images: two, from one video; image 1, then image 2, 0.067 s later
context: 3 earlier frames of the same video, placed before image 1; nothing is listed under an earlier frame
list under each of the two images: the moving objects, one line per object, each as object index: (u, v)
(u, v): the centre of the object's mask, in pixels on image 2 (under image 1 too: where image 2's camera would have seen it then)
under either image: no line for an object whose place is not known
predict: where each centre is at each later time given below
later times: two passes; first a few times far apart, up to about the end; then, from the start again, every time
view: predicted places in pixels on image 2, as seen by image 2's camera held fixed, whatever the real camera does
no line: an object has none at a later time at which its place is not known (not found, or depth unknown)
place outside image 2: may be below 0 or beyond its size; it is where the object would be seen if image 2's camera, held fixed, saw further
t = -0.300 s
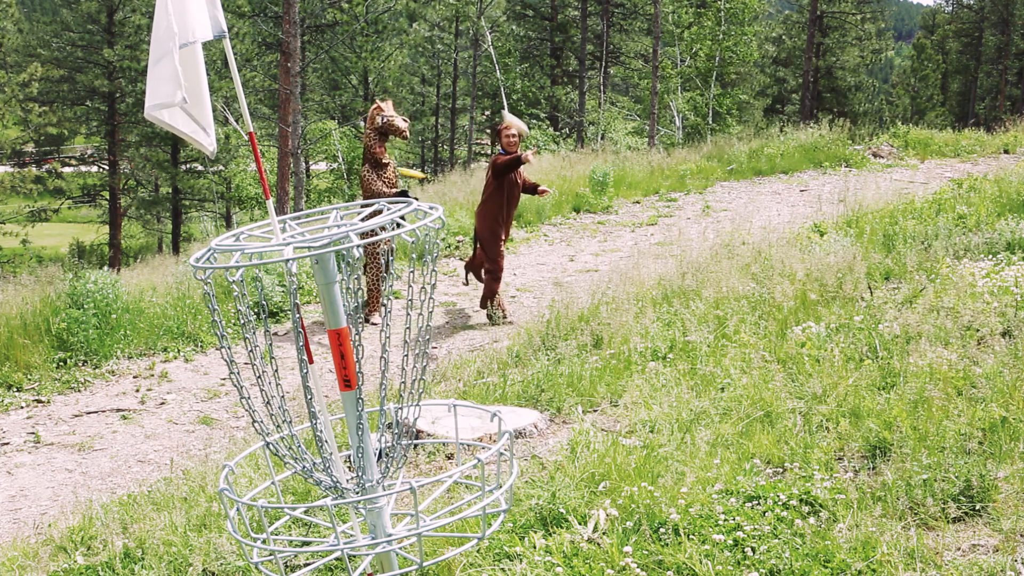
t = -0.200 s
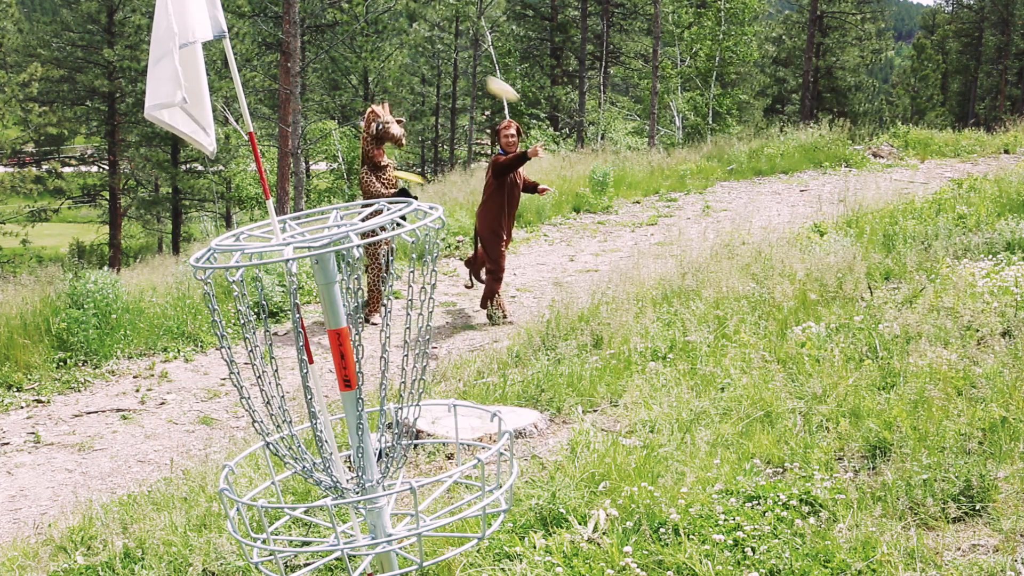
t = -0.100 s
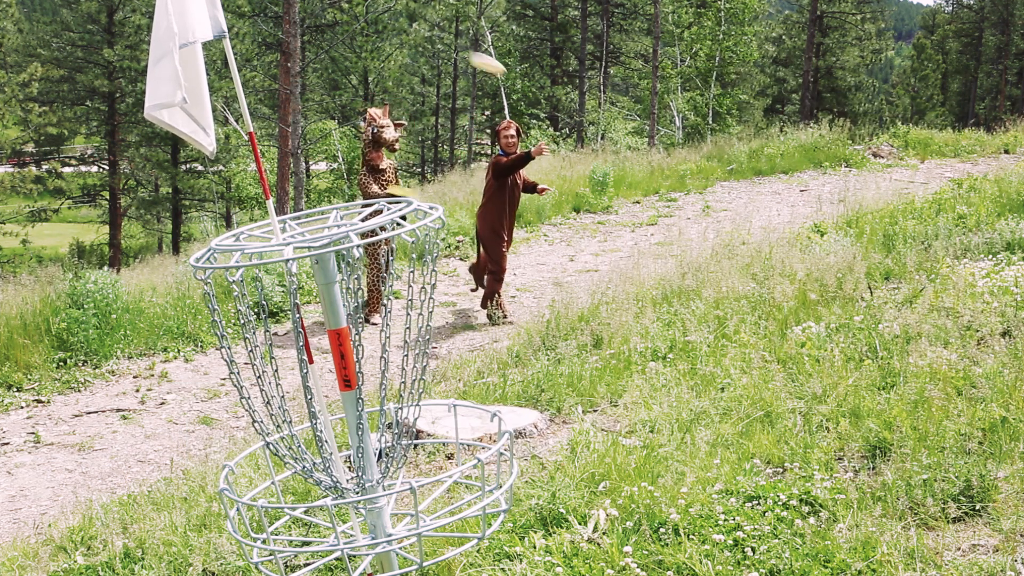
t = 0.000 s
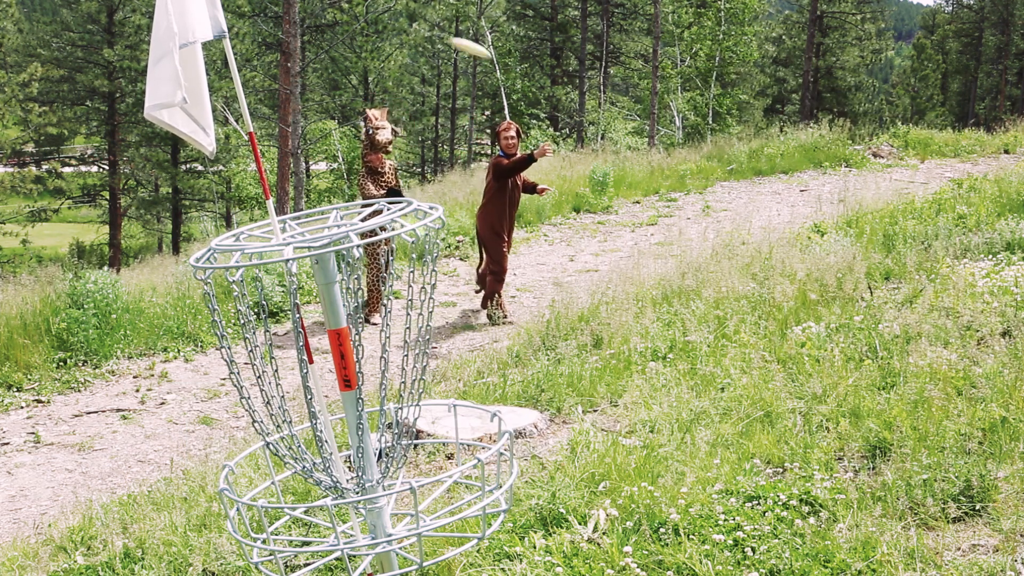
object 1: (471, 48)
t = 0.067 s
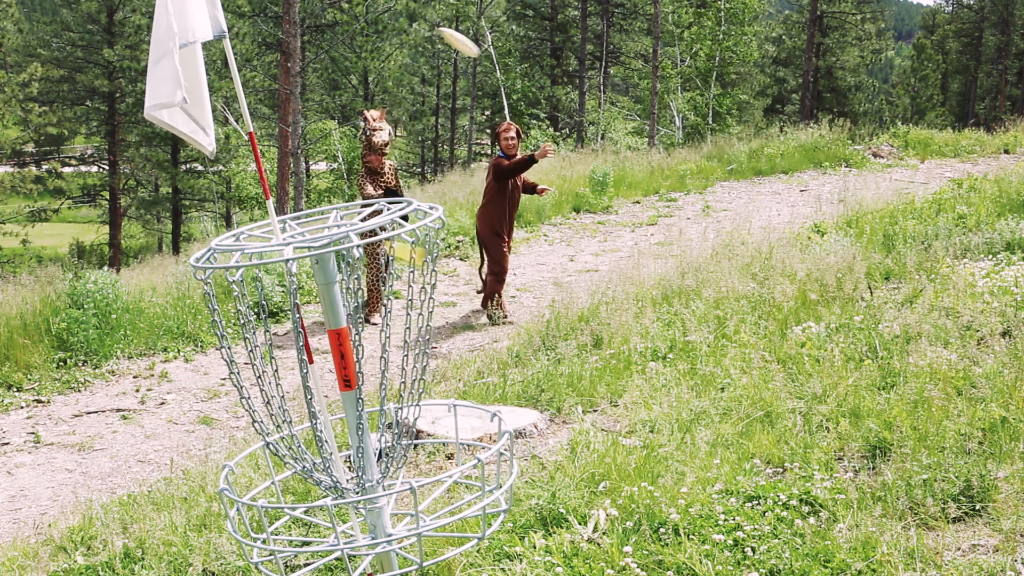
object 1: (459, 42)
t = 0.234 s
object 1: (431, 52)
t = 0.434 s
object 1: (415, 140)
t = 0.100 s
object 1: (453, 41)
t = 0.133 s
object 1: (448, 42)
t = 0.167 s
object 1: (442, 43)
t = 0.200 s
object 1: (437, 45)
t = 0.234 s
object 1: (431, 52)
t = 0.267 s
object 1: (427, 61)
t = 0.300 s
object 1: (424, 70)
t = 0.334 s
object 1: (418, 80)
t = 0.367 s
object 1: (415, 99)
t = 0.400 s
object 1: (416, 119)
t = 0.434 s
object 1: (415, 140)
